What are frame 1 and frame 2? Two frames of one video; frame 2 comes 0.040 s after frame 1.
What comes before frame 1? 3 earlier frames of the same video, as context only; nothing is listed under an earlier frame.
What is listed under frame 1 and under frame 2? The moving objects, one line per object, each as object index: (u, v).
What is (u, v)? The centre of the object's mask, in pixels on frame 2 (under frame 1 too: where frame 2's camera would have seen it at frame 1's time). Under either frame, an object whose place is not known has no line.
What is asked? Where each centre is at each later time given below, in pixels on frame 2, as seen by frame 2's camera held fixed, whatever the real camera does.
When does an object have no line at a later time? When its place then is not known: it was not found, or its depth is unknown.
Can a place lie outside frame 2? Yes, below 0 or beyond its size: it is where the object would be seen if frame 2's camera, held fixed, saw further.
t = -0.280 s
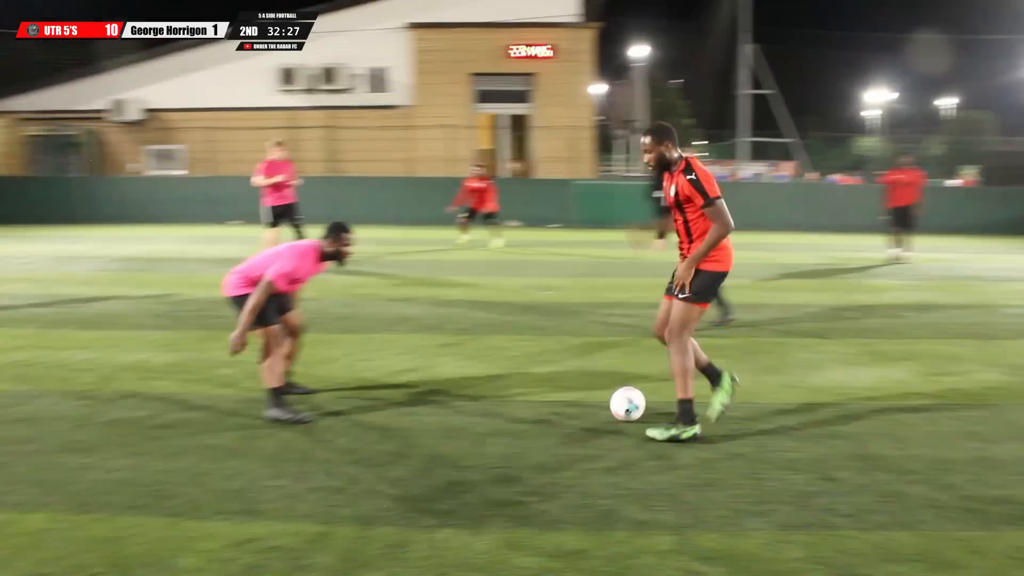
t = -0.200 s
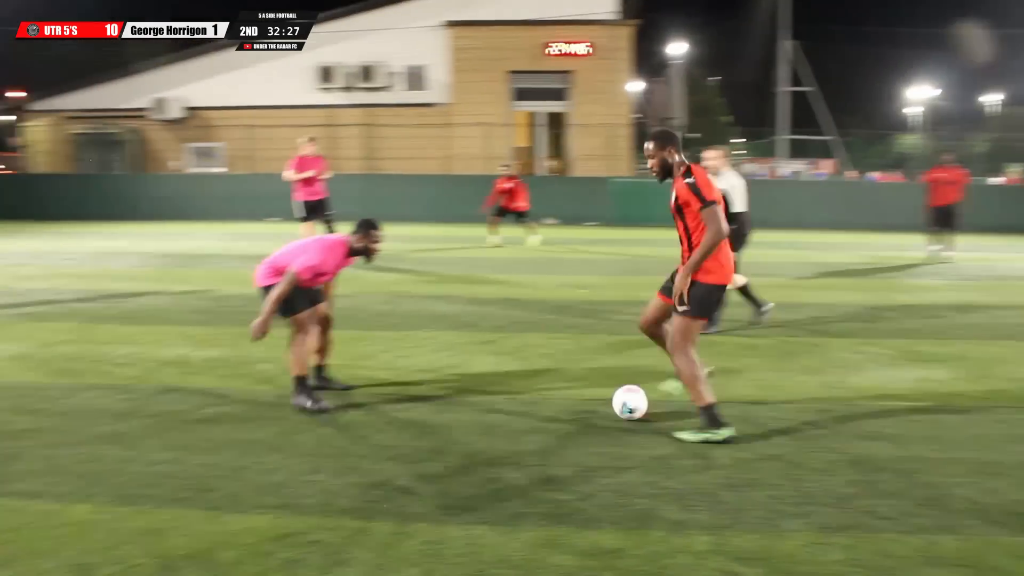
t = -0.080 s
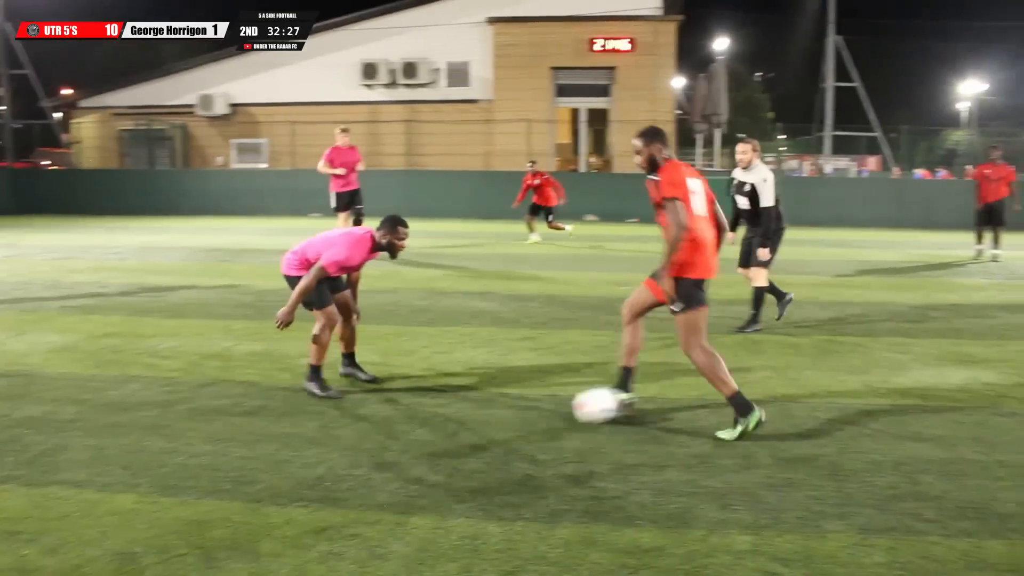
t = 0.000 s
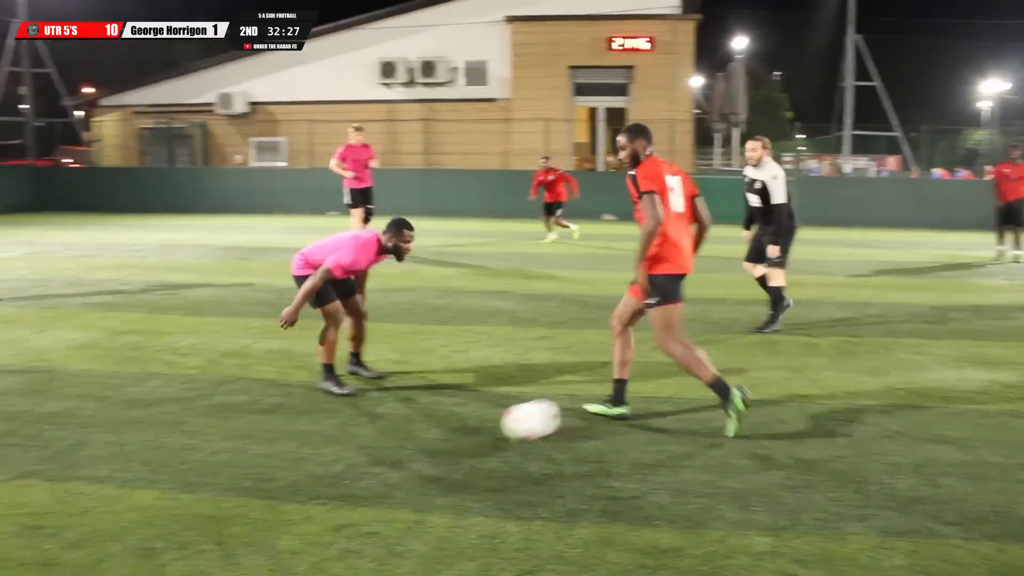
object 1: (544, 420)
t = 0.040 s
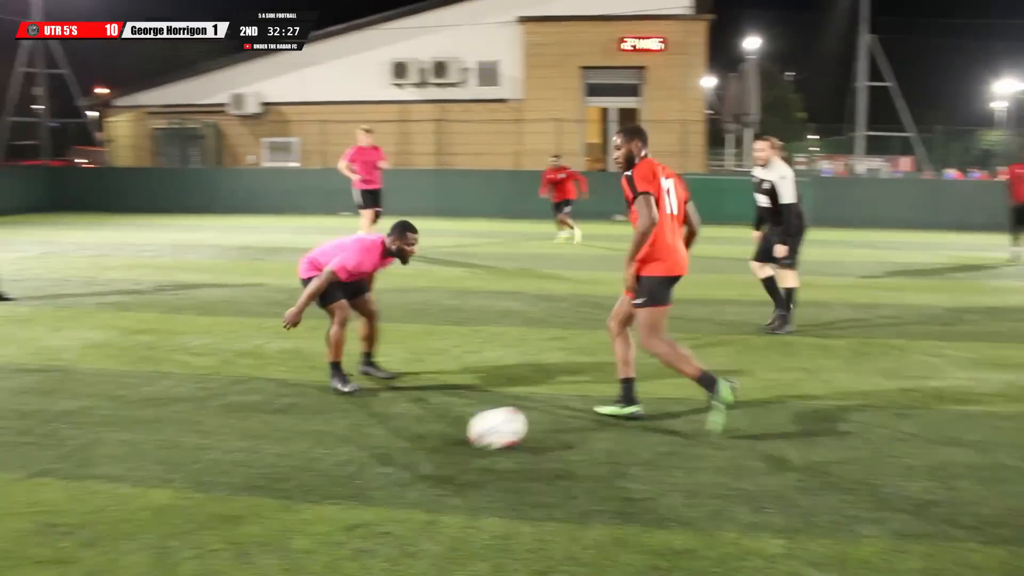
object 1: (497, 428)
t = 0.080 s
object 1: (449, 437)
